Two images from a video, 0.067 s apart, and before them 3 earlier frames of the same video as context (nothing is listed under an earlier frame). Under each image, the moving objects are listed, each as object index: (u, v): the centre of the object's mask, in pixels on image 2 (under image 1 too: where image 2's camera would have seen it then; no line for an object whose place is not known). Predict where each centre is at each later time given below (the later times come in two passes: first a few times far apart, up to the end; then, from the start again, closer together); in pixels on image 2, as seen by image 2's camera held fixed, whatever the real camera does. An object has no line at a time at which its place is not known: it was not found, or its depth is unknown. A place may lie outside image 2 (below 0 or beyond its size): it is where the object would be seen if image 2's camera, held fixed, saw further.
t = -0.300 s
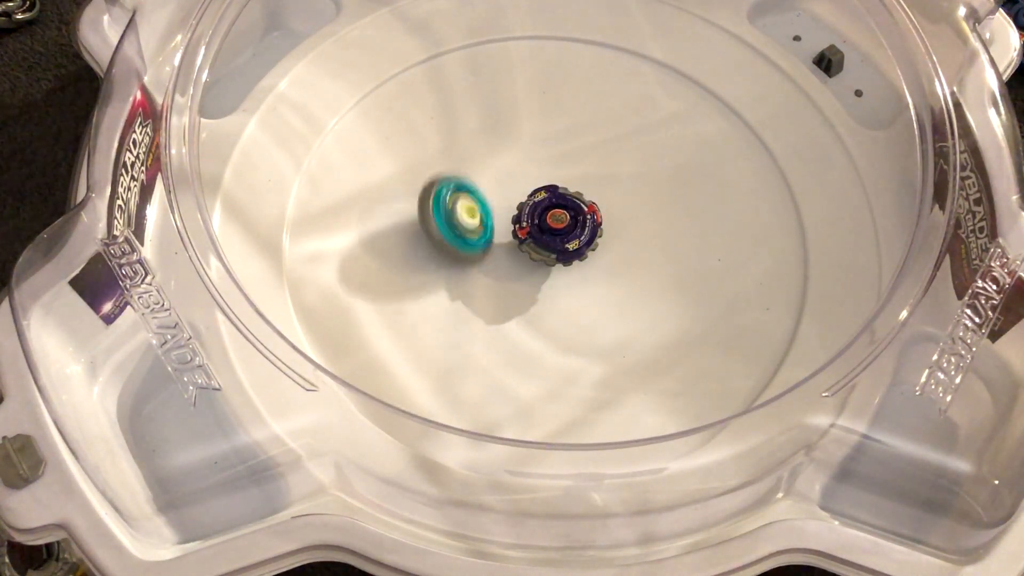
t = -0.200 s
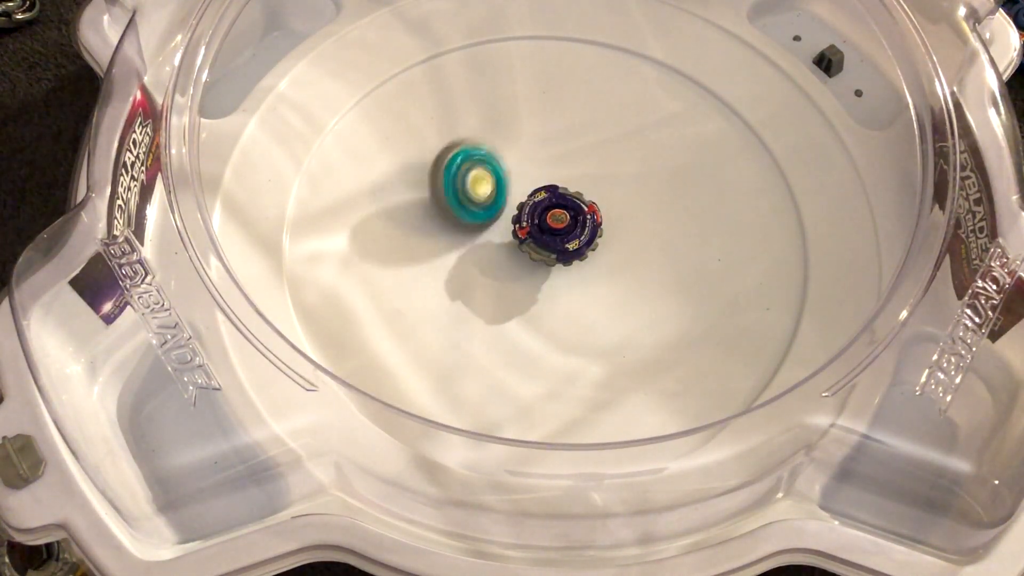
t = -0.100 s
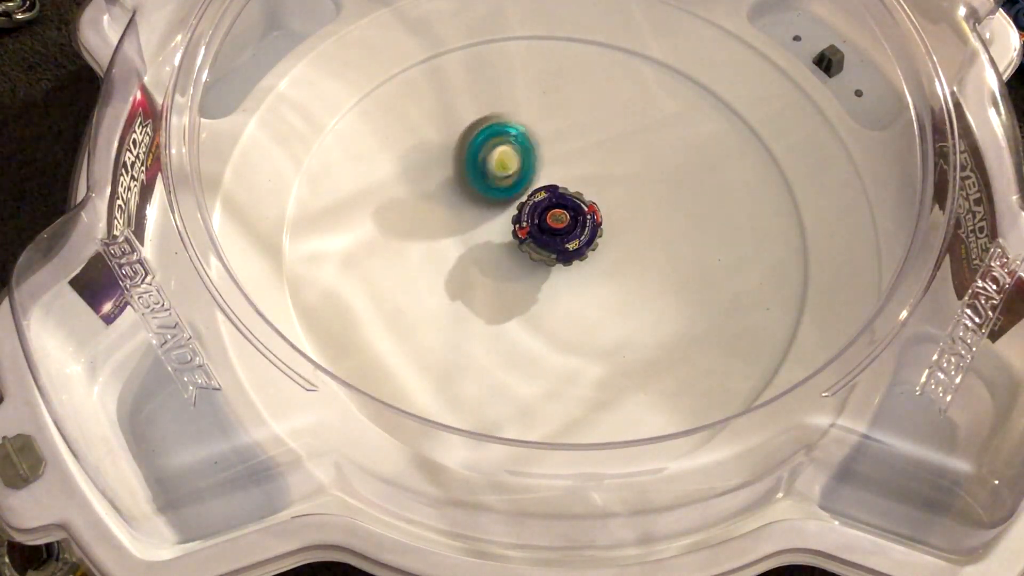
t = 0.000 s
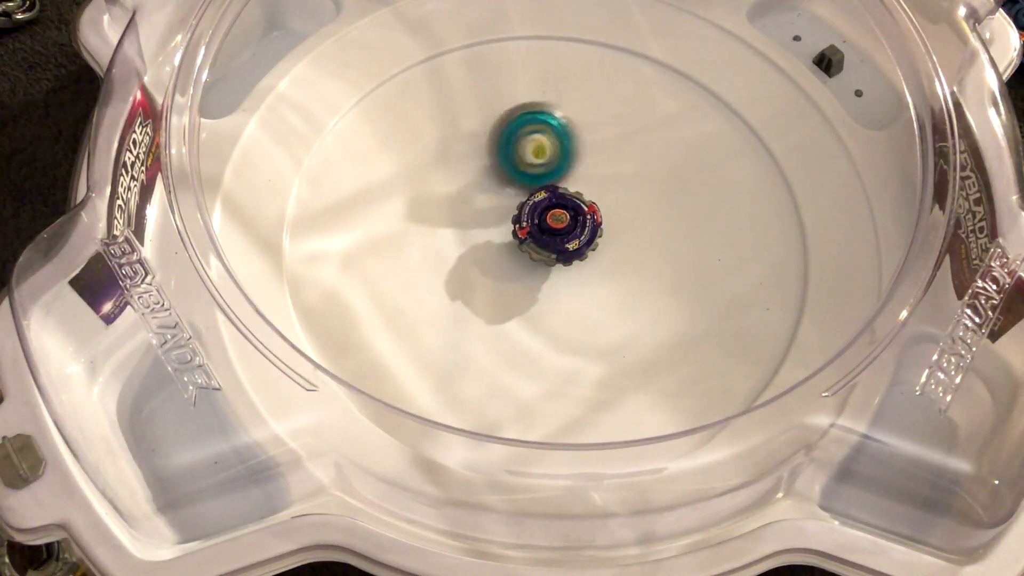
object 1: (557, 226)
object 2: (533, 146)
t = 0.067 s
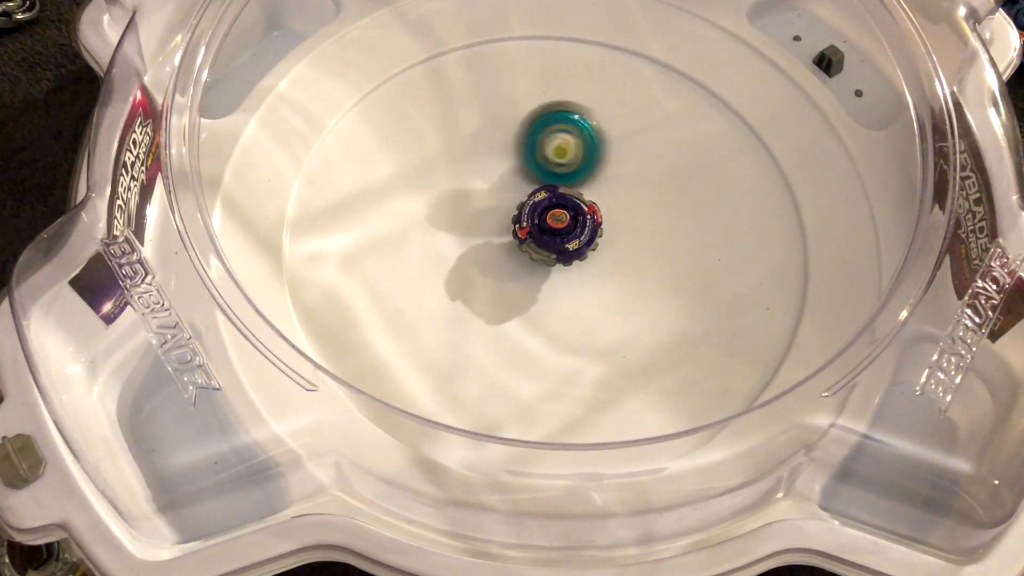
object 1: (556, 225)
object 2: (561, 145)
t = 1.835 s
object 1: (556, 225)
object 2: (651, 228)
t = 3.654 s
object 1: (556, 225)
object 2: (552, 351)
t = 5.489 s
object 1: (609, 239)
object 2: (529, 261)
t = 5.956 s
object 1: (608, 239)
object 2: (529, 261)
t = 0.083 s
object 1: (556, 226)
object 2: (568, 146)
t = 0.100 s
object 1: (556, 226)
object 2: (573, 147)
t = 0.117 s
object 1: (556, 226)
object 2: (580, 149)
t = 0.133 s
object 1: (556, 226)
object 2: (587, 151)
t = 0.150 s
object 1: (556, 226)
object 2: (594, 153)
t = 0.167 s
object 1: (556, 226)
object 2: (599, 156)
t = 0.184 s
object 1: (556, 226)
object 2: (606, 159)
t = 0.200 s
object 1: (556, 226)
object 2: (612, 163)
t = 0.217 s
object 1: (556, 226)
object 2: (618, 166)
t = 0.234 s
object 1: (556, 225)
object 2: (623, 170)
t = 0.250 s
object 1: (556, 225)
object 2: (627, 175)
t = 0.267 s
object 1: (556, 225)
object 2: (632, 180)
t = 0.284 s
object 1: (556, 225)
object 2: (636, 185)
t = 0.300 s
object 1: (556, 225)
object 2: (639, 190)
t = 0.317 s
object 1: (556, 226)
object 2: (643, 196)
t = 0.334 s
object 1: (556, 225)
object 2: (645, 201)
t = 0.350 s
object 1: (556, 225)
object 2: (647, 207)
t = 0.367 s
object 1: (556, 225)
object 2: (649, 213)
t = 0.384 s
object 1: (556, 225)
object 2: (650, 219)
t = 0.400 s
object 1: (556, 225)
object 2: (651, 225)
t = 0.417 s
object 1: (556, 225)
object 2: (651, 231)
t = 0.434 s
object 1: (556, 225)
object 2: (651, 237)
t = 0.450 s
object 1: (556, 226)
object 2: (650, 244)
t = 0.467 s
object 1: (556, 226)
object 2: (649, 250)
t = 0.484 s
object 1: (556, 226)
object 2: (647, 256)
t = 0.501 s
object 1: (556, 226)
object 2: (645, 261)
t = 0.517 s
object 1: (556, 226)
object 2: (642, 267)
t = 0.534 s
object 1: (556, 226)
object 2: (639, 272)
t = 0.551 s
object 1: (556, 226)
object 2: (634, 278)
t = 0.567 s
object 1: (556, 226)
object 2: (629, 283)
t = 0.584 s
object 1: (556, 226)
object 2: (625, 288)
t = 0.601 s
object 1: (556, 226)
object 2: (619, 292)
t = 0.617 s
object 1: (556, 225)
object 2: (614, 295)
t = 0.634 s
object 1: (556, 225)
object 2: (608, 299)
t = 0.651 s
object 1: (556, 226)
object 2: (601, 302)
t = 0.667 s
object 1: (556, 226)
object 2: (595, 305)
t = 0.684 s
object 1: (556, 226)
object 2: (588, 307)
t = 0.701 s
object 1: (556, 226)
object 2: (581, 309)
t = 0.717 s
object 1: (556, 226)
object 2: (575, 310)
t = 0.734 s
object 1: (556, 226)
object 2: (567, 311)
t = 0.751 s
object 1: (556, 226)
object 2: (559, 312)
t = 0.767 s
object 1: (556, 226)
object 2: (552, 312)
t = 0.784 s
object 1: (556, 226)
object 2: (546, 311)
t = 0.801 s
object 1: (556, 226)
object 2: (539, 311)
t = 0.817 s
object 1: (556, 226)
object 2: (531, 309)
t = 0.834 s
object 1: (556, 226)
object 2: (524, 307)
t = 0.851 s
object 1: (556, 226)
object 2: (517, 305)
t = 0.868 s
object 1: (556, 226)
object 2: (511, 302)
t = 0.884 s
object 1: (556, 226)
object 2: (504, 299)
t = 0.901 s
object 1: (556, 226)
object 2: (496, 295)
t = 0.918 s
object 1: (556, 226)
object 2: (490, 290)
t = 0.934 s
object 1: (556, 225)
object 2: (485, 287)
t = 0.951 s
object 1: (556, 226)
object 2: (480, 283)
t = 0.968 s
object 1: (556, 226)
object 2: (475, 276)
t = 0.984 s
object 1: (556, 226)
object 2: (471, 272)
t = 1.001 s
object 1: (556, 226)
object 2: (467, 266)
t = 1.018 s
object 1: (556, 225)
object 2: (464, 261)
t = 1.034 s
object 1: (556, 226)
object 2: (461, 255)
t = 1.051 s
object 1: (556, 225)
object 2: (459, 249)
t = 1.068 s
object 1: (556, 226)
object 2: (457, 243)
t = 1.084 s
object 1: (556, 225)
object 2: (456, 237)
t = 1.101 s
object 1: (556, 225)
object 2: (455, 231)
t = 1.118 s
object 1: (556, 225)
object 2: (455, 225)
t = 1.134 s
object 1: (556, 225)
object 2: (456, 219)
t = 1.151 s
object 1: (556, 226)
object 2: (456, 213)
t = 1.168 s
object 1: (556, 226)
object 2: (458, 208)
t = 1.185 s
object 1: (556, 226)
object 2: (459, 202)
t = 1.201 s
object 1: (556, 226)
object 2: (461, 196)
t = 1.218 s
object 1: (556, 226)
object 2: (465, 191)
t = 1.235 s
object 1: (556, 225)
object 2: (467, 186)
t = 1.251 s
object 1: (556, 225)
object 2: (471, 181)
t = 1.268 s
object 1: (556, 225)
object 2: (476, 176)
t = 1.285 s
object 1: (556, 226)
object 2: (480, 172)
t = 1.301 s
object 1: (556, 225)
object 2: (485, 168)
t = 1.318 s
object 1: (557, 226)
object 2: (490, 164)
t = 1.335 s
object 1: (556, 225)
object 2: (495, 161)
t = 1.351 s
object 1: (556, 225)
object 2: (501, 157)
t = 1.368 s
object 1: (556, 225)
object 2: (507, 155)
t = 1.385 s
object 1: (556, 225)
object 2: (514, 151)
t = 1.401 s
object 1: (556, 225)
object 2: (520, 149)
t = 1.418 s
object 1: (556, 226)
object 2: (527, 147)
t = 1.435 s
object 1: (556, 226)
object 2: (534, 146)
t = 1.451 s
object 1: (557, 226)
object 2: (540, 145)
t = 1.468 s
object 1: (556, 226)
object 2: (547, 145)
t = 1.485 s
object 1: (556, 226)
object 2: (554, 145)
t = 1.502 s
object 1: (557, 226)
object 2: (562, 145)
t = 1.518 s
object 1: (556, 226)
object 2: (568, 146)
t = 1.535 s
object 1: (556, 226)
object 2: (574, 148)
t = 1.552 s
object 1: (557, 226)
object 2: (581, 150)
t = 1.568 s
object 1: (556, 226)
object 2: (588, 152)
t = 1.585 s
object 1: (556, 226)
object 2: (595, 155)
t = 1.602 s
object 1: (556, 226)
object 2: (600, 158)
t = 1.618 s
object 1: (556, 226)
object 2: (607, 160)
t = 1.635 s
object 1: (556, 226)
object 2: (612, 164)
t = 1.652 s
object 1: (556, 226)
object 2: (618, 168)
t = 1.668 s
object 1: (556, 225)
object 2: (623, 173)
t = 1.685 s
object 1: (556, 226)
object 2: (628, 177)
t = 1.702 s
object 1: (556, 226)
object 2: (633, 182)
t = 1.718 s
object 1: (556, 226)
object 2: (637, 187)
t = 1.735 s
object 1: (556, 226)
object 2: (640, 192)
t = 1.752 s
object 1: (556, 226)
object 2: (642, 198)
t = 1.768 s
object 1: (556, 226)
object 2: (645, 204)
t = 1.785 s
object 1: (556, 226)
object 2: (647, 210)
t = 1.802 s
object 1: (556, 225)
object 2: (649, 215)
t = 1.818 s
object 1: (556, 225)
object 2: (650, 221)
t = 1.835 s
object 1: (556, 225)
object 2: (651, 228)
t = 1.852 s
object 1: (556, 225)
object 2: (651, 234)
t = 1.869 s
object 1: (556, 225)
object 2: (651, 240)
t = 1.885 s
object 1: (556, 226)
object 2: (650, 246)
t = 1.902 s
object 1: (556, 225)
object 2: (648, 253)
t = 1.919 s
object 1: (556, 226)
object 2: (646, 259)
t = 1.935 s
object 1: (556, 225)
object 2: (644, 264)
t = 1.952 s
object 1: (556, 225)
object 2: (640, 270)
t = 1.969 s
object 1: (556, 226)
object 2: (636, 275)
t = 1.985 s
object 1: (556, 225)
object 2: (632, 280)
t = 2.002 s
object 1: (556, 225)
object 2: (628, 285)
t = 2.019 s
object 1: (556, 225)
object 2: (623, 289)
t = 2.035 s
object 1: (556, 225)
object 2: (617, 294)
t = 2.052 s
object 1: (556, 225)
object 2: (611, 297)
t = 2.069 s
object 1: (556, 225)
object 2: (606, 300)
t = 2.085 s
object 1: (556, 225)
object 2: (599, 304)
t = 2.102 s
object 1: (556, 225)
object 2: (592, 307)
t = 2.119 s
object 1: (556, 225)
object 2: (585, 309)
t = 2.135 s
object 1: (556, 225)
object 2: (579, 310)
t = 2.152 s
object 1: (556, 225)
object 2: (572, 311)
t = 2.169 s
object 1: (556, 225)
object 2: (564, 312)
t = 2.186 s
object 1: (556, 226)
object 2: (556, 313)
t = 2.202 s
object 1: (556, 226)
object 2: (549, 312)
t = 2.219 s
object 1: (556, 226)
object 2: (542, 311)
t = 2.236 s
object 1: (556, 225)
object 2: (536, 310)
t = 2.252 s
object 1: (556, 225)
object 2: (529, 308)
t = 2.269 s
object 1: (556, 225)
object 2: (521, 306)
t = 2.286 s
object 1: (556, 225)
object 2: (514, 303)
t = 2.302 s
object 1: (556, 226)
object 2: (507, 301)
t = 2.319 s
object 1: (556, 226)
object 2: (500, 297)
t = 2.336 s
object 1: (556, 225)
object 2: (493, 293)
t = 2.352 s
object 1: (556, 225)
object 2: (487, 289)
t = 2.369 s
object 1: (556, 225)
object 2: (482, 284)
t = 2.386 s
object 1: (556, 226)
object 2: (477, 279)
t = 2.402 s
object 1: (557, 226)
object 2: (473, 274)
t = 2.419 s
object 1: (556, 226)
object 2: (469, 269)
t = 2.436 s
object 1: (556, 226)
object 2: (465, 263)
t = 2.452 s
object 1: (556, 225)
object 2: (462, 257)
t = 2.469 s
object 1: (556, 226)
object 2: (460, 251)
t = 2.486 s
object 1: (556, 225)
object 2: (458, 245)
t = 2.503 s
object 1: (556, 226)
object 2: (457, 240)
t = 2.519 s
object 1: (556, 225)
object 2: (456, 234)
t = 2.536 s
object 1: (556, 225)
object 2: (456, 228)
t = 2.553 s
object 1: (556, 225)
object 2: (456, 221)
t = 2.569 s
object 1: (556, 225)
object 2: (457, 215)
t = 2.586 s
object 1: (556, 225)
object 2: (458, 209)
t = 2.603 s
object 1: (556, 225)
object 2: (460, 203)
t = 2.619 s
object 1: (556, 225)
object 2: (462, 197)
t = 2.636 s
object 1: (556, 225)
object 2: (465, 192)
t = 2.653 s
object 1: (556, 225)
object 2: (468, 186)
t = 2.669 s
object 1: (556, 225)
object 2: (472, 182)
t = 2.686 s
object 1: (556, 225)
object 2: (475, 177)
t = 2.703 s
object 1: (556, 225)
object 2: (480, 173)
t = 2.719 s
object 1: (556, 225)
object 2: (485, 169)
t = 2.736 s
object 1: (556, 225)
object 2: (491, 164)
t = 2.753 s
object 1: (556, 225)
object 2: (496, 161)
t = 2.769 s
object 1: (556, 225)
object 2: (502, 158)
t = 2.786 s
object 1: (556, 225)
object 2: (508, 155)
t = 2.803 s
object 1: (556, 225)
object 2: (514, 152)
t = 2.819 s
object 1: (556, 226)
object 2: (521, 150)
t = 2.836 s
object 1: (556, 225)
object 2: (527, 148)
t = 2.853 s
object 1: (556, 226)
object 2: (534, 147)
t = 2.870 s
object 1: (556, 226)
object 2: (541, 146)
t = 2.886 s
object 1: (556, 226)
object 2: (548, 146)
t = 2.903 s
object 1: (557, 226)
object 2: (554, 146)
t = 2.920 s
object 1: (556, 226)
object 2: (562, 146)
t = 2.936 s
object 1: (556, 226)
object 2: (569, 147)
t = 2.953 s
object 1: (556, 226)
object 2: (575, 148)
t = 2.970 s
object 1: (556, 226)
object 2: (582, 150)
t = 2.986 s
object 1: (556, 226)
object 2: (589, 152)
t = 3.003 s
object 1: (556, 226)
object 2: (595, 154)
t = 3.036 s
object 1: (556, 226)
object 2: (608, 160)
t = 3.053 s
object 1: (556, 226)
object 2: (614, 163)
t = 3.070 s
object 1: (556, 225)
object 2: (620, 166)
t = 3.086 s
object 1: (556, 225)
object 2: (625, 170)
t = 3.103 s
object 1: (556, 225)
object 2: (630, 175)
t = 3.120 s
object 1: (556, 225)
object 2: (635, 180)
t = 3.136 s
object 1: (556, 225)
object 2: (639, 185)
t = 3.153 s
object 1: (556, 225)
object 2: (643, 190)
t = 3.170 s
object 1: (556, 225)
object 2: (645, 195)
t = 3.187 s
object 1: (556, 225)
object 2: (648, 201)
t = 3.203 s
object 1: (556, 225)
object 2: (651, 207)
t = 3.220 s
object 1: (556, 225)
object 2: (653, 212)
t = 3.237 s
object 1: (556, 225)
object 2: (654, 218)
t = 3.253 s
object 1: (556, 225)
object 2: (655, 224)
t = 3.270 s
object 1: (556, 225)
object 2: (655, 230)
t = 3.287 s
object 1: (556, 226)
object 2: (655, 237)
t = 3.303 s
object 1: (556, 226)
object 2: (654, 243)
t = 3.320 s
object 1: (556, 226)
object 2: (653, 249)
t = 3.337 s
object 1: (556, 225)
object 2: (652, 255)
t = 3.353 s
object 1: (556, 226)
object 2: (649, 261)
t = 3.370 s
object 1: (556, 226)
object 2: (646, 268)
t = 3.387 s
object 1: (556, 225)
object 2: (643, 274)
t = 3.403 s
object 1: (556, 226)
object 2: (640, 279)
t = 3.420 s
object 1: (556, 226)
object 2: (636, 285)
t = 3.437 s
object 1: (556, 226)
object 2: (631, 291)
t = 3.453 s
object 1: (556, 225)
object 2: (626, 297)
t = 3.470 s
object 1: (556, 225)
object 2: (621, 302)
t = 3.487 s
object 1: (556, 225)
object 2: (614, 308)
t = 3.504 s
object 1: (556, 225)
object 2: (607, 313)
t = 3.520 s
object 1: (556, 225)
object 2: (601, 318)
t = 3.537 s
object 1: (556, 225)
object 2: (595, 323)
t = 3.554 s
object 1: (556, 225)
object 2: (588, 328)
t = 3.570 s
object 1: (556, 225)
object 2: (582, 332)
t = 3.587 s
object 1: (556, 225)
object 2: (575, 336)
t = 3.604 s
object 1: (556, 225)
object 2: (569, 341)
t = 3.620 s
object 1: (556, 225)
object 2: (563, 344)
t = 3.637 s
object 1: (556, 225)
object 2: (558, 348)
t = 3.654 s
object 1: (556, 225)
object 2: (552, 351)
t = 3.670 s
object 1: (556, 225)
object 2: (547, 354)
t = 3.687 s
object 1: (556, 225)
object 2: (542, 357)
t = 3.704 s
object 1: (556, 225)
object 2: (538, 359)
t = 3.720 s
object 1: (556, 225)
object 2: (535, 360)
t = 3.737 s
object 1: (556, 225)
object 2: (531, 361)
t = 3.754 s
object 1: (556, 226)
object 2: (528, 362)
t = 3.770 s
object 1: (556, 226)
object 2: (525, 362)
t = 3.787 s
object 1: (556, 226)
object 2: (521, 361)
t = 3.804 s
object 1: (556, 226)
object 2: (518, 360)
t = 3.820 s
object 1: (556, 226)
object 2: (515, 359)
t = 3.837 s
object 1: (556, 226)
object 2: (512, 357)
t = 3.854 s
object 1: (556, 225)
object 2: (508, 354)
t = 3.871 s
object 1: (556, 225)
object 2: (505, 351)
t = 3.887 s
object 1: (556, 225)
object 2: (502, 348)
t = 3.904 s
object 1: (556, 225)
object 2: (499, 344)
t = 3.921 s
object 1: (556, 226)
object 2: (496, 340)
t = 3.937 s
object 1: (556, 225)
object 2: (493, 336)
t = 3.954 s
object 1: (556, 225)
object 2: (491, 331)
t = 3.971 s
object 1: (556, 225)
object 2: (489, 327)
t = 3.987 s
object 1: (556, 226)
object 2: (487, 321)
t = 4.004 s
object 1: (556, 225)
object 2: (486, 315)
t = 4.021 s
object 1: (556, 225)
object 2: (484, 309)
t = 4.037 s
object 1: (556, 225)
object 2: (484, 304)
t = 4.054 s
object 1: (556, 225)
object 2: (483, 297)
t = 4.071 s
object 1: (556, 226)
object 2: (482, 290)
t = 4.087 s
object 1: (556, 225)
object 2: (482, 283)
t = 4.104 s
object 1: (556, 225)
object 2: (481, 273)
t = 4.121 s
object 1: (556, 225)
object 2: (481, 263)
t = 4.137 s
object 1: (556, 226)
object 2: (480, 254)
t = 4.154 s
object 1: (557, 225)
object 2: (478, 243)
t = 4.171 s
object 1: (560, 225)
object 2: (474, 234)
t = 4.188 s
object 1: (564, 225)
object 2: (470, 224)
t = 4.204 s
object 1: (567, 226)
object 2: (467, 213)
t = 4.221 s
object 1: (573, 225)
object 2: (461, 202)
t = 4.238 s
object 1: (577, 223)
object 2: (457, 193)
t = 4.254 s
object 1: (579, 223)
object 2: (455, 185)
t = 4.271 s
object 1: (581, 223)
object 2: (449, 179)
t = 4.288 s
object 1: (583, 224)
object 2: (445, 174)
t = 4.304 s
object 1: (583, 224)
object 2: (442, 168)
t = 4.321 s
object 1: (584, 224)
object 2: (440, 165)
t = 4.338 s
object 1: (585, 225)
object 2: (437, 163)
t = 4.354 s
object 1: (585, 225)
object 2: (435, 162)
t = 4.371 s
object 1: (586, 226)
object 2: (434, 161)
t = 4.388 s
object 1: (586, 226)
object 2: (433, 161)
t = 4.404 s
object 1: (586, 226)
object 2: (433, 161)
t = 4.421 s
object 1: (587, 227)
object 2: (432, 162)
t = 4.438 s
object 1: (587, 227)
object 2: (433, 163)
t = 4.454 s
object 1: (588, 228)
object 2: (434, 164)
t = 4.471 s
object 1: (588, 228)
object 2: (435, 165)
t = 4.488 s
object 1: (588, 228)
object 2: (437, 167)
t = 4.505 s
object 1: (588, 228)
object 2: (438, 169)
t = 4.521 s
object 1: (588, 228)
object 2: (441, 171)
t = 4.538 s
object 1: (588, 228)
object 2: (443, 174)
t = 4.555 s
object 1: (588, 228)
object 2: (446, 177)
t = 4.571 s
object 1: (588, 228)
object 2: (449, 179)
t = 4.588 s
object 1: (588, 228)
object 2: (454, 182)
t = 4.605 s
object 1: (588, 228)
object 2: (458, 185)
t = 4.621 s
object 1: (588, 228)
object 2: (462, 189)
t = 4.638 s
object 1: (588, 228)
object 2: (466, 192)
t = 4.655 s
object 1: (588, 228)
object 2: (470, 196)
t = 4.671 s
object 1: (588, 227)
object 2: (475, 199)
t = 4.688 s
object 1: (587, 227)
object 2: (479, 203)
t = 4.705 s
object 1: (587, 226)
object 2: (483, 206)
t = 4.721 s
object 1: (586, 226)
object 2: (486, 210)
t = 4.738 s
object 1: (586, 226)
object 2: (490, 212)
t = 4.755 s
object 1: (585, 225)
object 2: (494, 215)
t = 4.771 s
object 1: (585, 225)
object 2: (497, 219)
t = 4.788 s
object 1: (587, 225)
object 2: (500, 222)
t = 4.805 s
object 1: (588, 225)
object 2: (502, 225)
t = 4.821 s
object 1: (591, 225)
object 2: (505, 228)
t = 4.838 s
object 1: (592, 226)
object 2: (508, 232)
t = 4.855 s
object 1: (593, 227)
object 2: (511, 235)
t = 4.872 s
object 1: (595, 228)
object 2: (513, 238)
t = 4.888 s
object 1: (597, 230)
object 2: (515, 240)
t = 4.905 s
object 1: (600, 231)
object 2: (517, 243)
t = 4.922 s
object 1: (602, 232)
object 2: (519, 245)
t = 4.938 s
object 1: (604, 234)
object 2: (521, 247)
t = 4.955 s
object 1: (606, 236)
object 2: (523, 249)
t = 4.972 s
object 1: (608, 237)
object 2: (525, 251)
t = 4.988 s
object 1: (609, 238)
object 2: (526, 253)
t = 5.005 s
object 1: (610, 239)
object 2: (528, 255)
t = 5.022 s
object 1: (611, 241)
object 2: (530, 257)
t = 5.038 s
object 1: (612, 242)
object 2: (531, 258)
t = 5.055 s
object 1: (614, 243)
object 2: (532, 258)
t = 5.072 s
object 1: (614, 244)
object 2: (532, 259)
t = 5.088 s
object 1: (614, 245)
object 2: (533, 261)
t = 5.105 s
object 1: (615, 245)
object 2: (533, 261)
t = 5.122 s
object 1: (615, 246)
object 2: (533, 262)
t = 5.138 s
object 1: (615, 246)
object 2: (533, 262)
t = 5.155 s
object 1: (615, 246)
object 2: (533, 263)
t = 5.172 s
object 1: (615, 246)
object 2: (533, 263)
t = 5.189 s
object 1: (615, 246)
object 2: (534, 264)
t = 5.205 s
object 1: (615, 246)
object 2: (534, 264)
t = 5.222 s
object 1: (615, 245)
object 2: (534, 264)
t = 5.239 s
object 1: (614, 245)
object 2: (534, 264)
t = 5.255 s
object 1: (614, 244)
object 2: (534, 264)
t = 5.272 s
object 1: (613, 243)
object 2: (534, 264)
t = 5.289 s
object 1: (612, 242)
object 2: (534, 264)
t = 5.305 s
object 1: (611, 241)
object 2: (534, 264)
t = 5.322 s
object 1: (610, 240)
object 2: (533, 264)
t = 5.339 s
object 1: (610, 240)
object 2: (532, 264)
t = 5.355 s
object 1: (609, 239)
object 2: (532, 264)
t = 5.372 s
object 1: (609, 239)
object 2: (531, 263)
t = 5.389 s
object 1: (609, 239)
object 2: (530, 263)
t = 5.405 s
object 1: (609, 239)
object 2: (530, 263)
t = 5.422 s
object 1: (609, 239)
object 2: (529, 262)
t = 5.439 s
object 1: (609, 239)
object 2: (529, 262)
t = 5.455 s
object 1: (609, 239)
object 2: (529, 261)
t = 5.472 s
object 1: (609, 239)
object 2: (529, 261)
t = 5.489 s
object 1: (609, 239)
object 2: (529, 261)
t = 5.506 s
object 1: (608, 239)
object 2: (529, 261)
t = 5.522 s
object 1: (608, 239)
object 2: (529, 261)
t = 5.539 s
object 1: (608, 239)
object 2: (529, 261)
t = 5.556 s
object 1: (608, 239)
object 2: (529, 261)
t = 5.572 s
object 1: (608, 239)
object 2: (529, 261)
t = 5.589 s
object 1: (608, 239)
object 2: (529, 261)
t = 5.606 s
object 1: (608, 239)
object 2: (529, 261)
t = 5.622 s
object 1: (608, 239)
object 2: (529, 261)
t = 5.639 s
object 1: (608, 239)
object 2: (529, 261)
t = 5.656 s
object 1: (608, 239)
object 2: (529, 261)
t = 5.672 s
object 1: (608, 239)
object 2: (529, 261)
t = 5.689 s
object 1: (608, 239)
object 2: (529, 261)
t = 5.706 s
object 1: (608, 239)
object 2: (529, 261)
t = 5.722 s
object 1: (608, 239)
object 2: (529, 261)
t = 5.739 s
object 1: (608, 239)
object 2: (529, 261)
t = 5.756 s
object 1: (608, 239)
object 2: (529, 261)
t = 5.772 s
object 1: (608, 239)
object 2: (529, 261)
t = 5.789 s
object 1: (608, 239)
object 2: (529, 261)
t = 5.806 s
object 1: (608, 239)
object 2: (529, 261)
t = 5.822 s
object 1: (608, 239)
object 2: (529, 261)
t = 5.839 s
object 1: (608, 239)
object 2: (529, 261)
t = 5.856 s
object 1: (608, 239)
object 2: (529, 261)
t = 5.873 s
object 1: (608, 239)
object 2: (529, 261)
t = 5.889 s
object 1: (608, 239)
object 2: (529, 261)
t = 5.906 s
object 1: (608, 239)
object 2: (529, 261)
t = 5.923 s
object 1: (608, 239)
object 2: (529, 261)
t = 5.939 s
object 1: (608, 239)
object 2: (529, 261)
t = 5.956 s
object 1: (608, 239)
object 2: (529, 261)
